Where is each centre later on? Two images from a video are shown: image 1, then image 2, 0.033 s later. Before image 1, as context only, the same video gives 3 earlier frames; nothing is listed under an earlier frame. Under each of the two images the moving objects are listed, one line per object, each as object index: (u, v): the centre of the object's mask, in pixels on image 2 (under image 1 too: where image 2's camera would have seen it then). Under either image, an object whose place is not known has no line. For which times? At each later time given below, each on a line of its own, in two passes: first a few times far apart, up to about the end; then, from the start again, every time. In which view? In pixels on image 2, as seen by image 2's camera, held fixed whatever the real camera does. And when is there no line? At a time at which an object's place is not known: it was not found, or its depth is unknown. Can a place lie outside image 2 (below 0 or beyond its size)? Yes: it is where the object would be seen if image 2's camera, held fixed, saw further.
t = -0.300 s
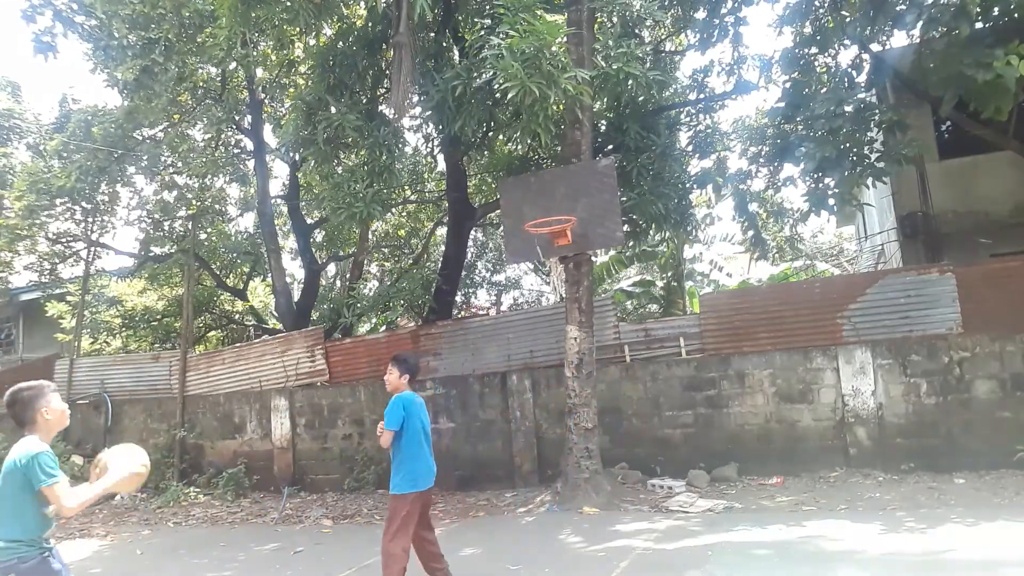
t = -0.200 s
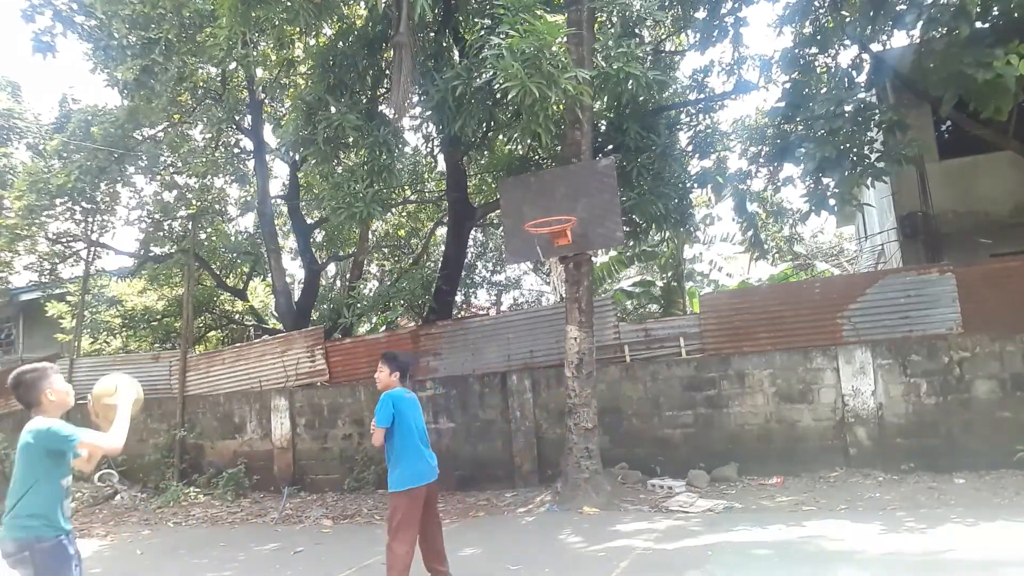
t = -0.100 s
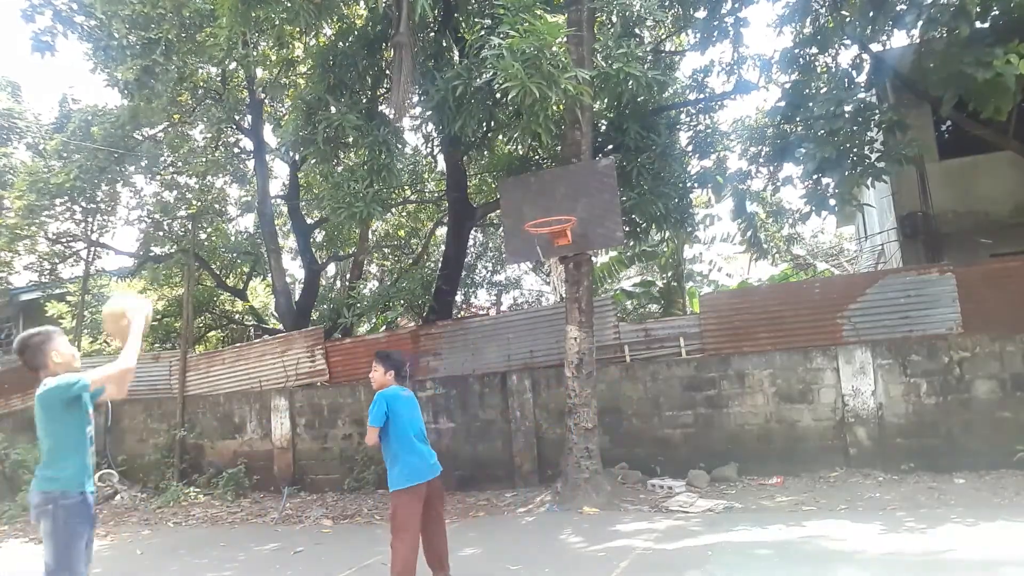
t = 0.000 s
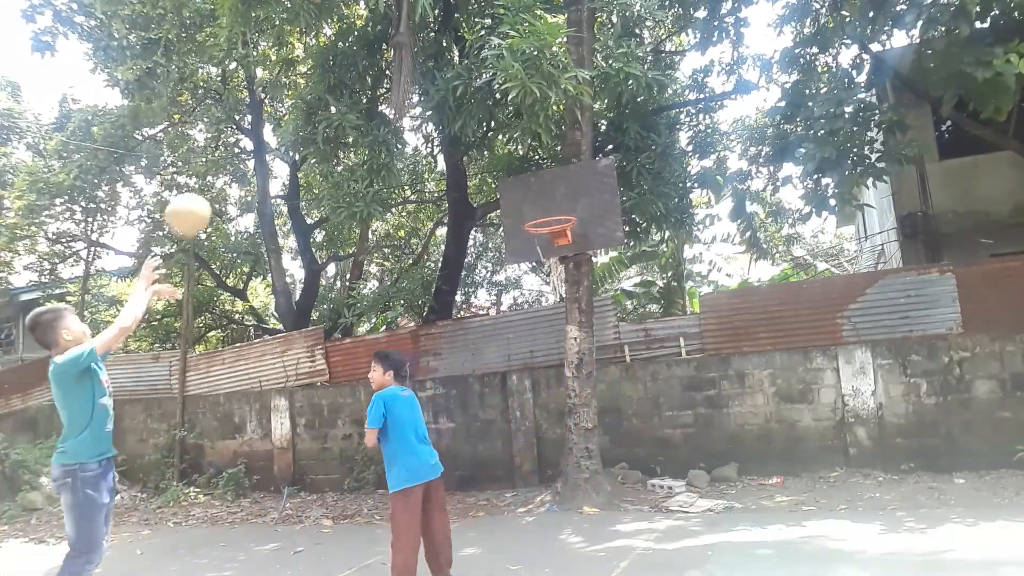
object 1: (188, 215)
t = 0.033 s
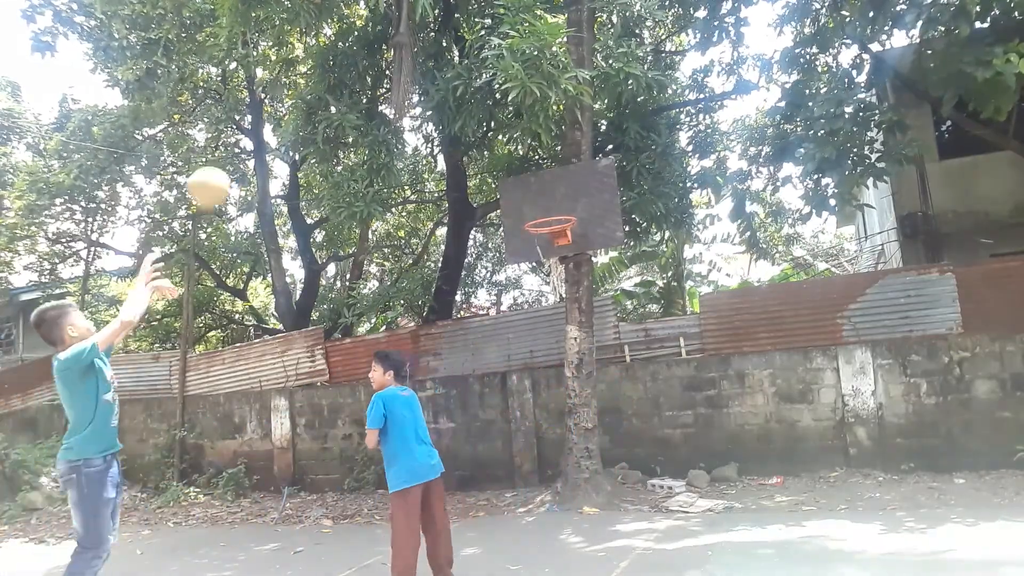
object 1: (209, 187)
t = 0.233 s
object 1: (312, 86)
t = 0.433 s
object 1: (392, 58)
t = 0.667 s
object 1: (465, 88)
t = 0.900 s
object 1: (526, 167)
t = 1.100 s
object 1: (574, 268)
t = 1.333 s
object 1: (624, 418)
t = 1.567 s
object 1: (676, 425)
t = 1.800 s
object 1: (733, 354)
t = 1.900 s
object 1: (760, 339)
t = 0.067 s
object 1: (228, 163)
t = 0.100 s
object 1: (246, 143)
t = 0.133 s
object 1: (263, 125)
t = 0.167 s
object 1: (281, 110)
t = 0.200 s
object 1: (297, 97)
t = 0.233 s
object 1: (312, 86)
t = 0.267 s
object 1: (326, 77)
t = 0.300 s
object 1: (340, 70)
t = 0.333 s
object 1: (354, 65)
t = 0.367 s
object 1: (367, 61)
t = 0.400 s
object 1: (379, 59)
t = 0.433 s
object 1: (392, 58)
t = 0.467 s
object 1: (403, 59)
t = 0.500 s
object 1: (414, 61)
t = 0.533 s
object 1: (424, 63)
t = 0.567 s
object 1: (435, 68)
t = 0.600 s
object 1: (445, 73)
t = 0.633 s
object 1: (455, 80)
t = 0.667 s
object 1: (465, 88)
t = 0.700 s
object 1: (474, 96)
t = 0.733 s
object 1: (483, 106)
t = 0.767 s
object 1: (492, 116)
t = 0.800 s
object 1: (501, 128)
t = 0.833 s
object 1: (509, 140)
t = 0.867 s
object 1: (518, 154)
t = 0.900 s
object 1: (526, 167)
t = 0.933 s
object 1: (534, 182)
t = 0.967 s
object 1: (542, 198)
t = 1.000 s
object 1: (550, 210)
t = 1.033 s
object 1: (558, 231)
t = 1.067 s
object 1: (566, 249)
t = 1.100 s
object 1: (574, 268)
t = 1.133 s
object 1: (581, 287)
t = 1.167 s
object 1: (588, 307)
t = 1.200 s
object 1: (596, 328)
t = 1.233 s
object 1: (604, 350)
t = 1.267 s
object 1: (610, 372)
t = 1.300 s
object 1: (617, 395)
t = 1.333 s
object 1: (624, 418)
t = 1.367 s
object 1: (631, 442)
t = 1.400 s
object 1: (638, 466)
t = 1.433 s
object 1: (645, 487)
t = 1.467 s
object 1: (652, 470)
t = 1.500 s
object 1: (660, 455)
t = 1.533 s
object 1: (667, 440)
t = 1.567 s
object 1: (676, 425)
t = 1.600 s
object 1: (684, 413)
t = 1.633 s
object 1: (692, 400)
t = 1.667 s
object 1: (700, 389)
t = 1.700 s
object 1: (709, 379)
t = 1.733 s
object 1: (717, 369)
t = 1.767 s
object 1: (725, 361)
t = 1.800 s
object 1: (733, 354)
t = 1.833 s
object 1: (742, 347)
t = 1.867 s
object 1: (751, 342)
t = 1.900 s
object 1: (760, 339)
